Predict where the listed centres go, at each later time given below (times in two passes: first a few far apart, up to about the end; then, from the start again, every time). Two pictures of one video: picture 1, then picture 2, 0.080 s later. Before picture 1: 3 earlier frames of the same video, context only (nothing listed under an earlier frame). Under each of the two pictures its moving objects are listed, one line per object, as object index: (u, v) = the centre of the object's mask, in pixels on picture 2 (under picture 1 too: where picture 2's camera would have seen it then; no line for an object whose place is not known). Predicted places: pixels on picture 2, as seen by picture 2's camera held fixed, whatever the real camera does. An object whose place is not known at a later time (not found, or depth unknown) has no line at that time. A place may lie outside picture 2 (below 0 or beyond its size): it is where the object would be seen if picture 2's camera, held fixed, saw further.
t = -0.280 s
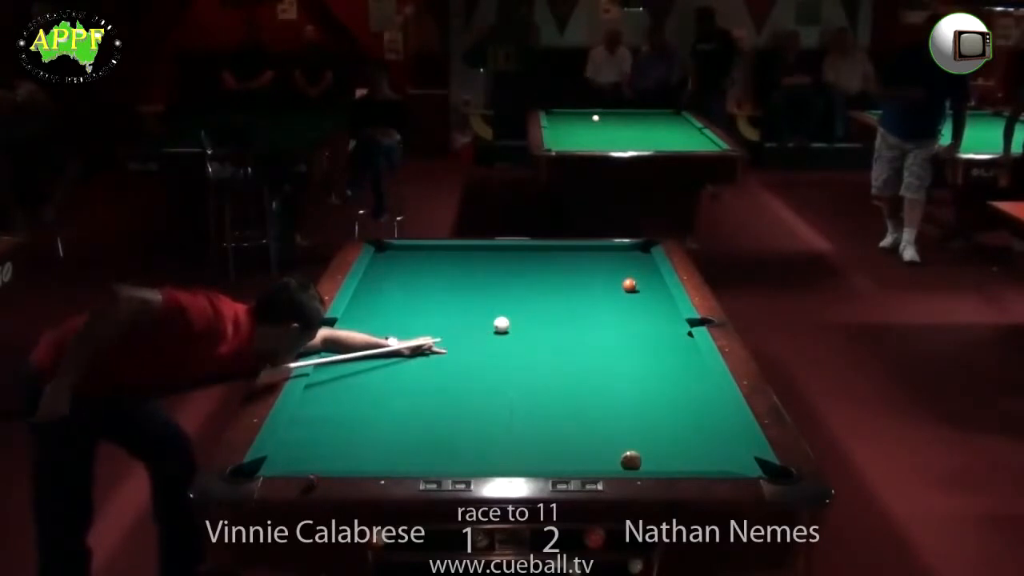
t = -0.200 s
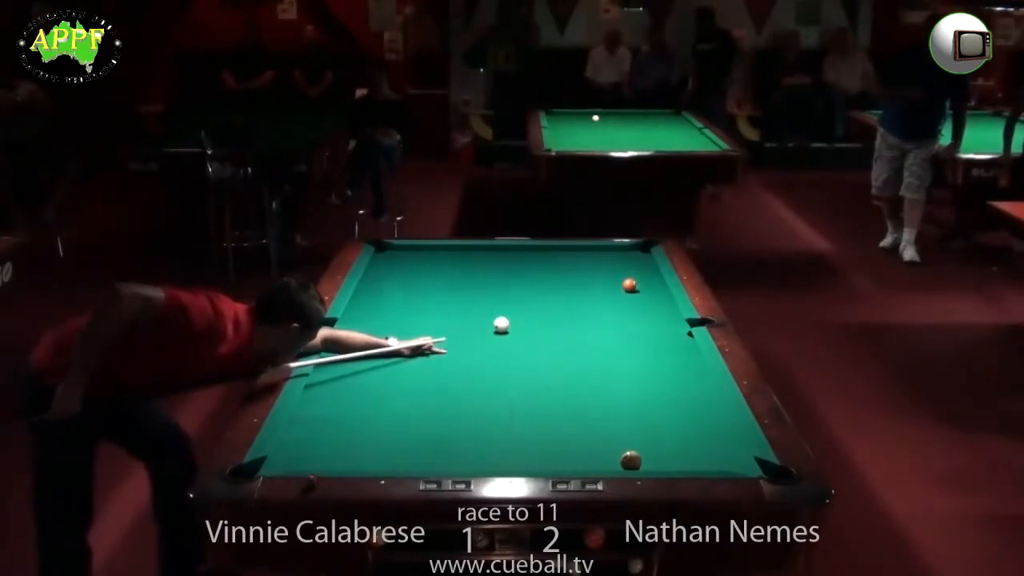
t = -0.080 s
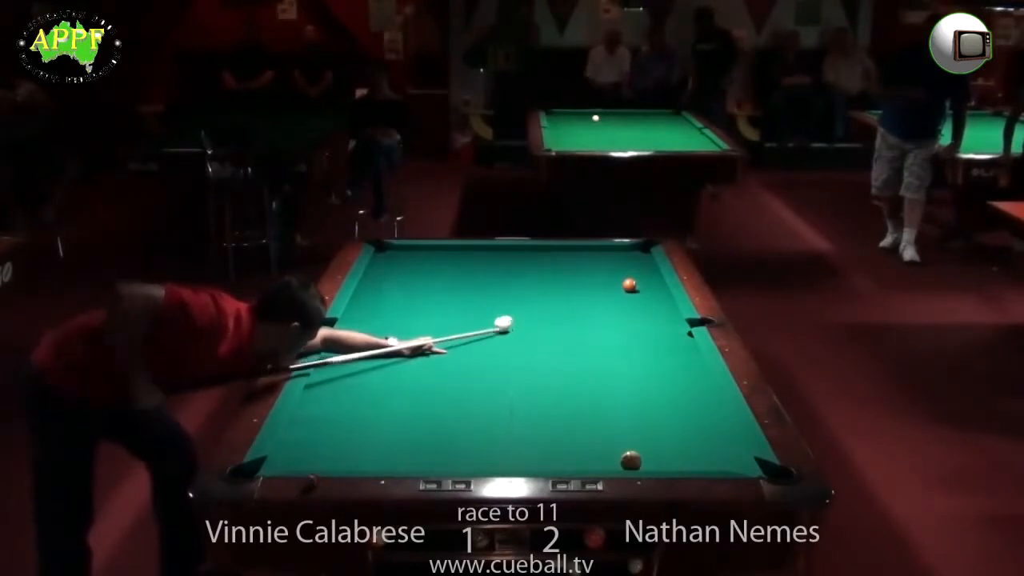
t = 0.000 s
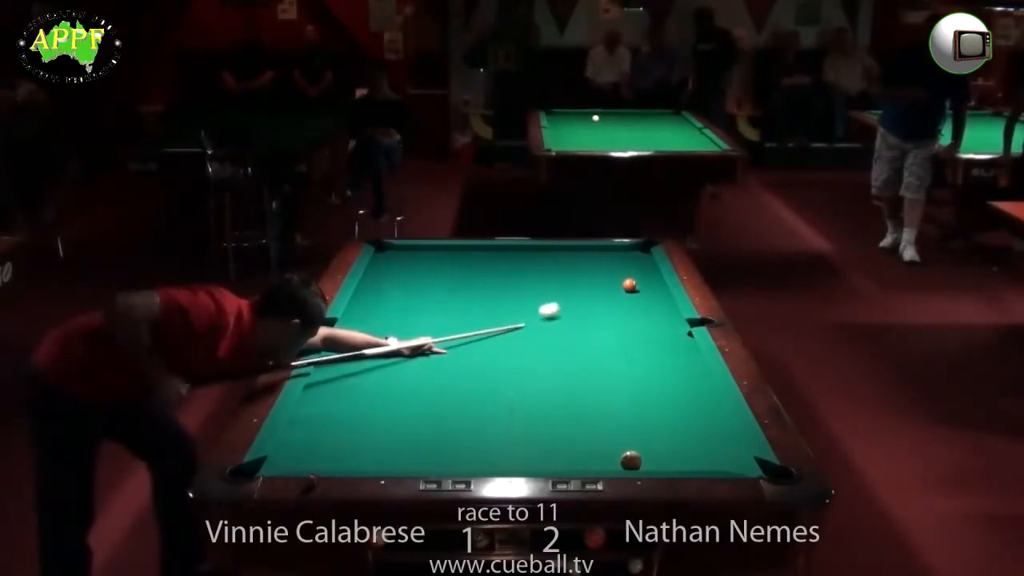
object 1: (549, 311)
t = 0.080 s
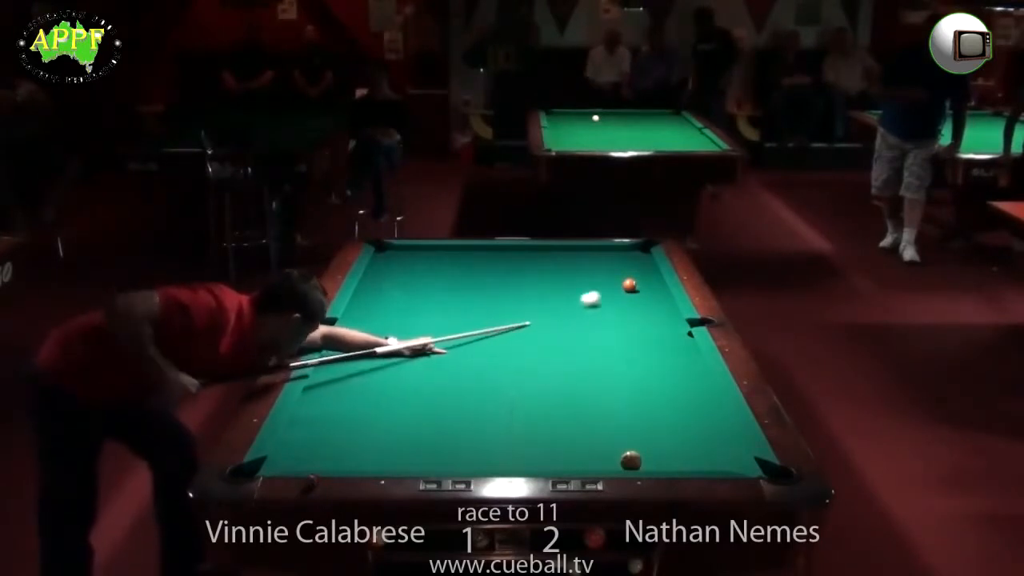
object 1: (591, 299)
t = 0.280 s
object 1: (661, 291)
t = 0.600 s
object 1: (614, 301)
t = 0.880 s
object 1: (574, 311)
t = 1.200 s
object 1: (528, 323)
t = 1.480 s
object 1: (485, 333)
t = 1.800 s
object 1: (436, 345)
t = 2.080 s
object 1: (392, 355)
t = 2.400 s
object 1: (340, 367)
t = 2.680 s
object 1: (331, 375)
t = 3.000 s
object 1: (348, 382)
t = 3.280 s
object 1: (364, 387)
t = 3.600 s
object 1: (379, 393)
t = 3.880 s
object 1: (391, 397)
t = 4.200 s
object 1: (403, 402)
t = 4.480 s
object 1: (412, 406)
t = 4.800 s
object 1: (421, 409)
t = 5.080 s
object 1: (427, 412)
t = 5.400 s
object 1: (431, 414)
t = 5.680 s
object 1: (433, 415)
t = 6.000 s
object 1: (433, 416)
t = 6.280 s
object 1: (433, 417)
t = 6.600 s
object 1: (433, 417)
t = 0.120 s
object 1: (609, 294)
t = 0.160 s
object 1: (627, 289)
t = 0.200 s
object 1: (642, 289)
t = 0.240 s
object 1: (656, 290)
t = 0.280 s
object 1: (661, 291)
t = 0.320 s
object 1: (654, 292)
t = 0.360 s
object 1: (648, 293)
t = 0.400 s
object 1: (642, 295)
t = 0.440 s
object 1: (636, 296)
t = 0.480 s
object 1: (631, 297)
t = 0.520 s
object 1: (625, 299)
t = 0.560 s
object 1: (619, 300)
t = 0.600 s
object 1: (614, 301)
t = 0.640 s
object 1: (608, 303)
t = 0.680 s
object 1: (603, 304)
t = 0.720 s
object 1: (597, 305)
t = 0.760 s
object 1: (591, 307)
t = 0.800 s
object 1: (586, 308)
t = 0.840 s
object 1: (580, 310)
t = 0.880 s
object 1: (574, 311)
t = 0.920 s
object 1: (568, 312)
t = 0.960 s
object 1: (563, 314)
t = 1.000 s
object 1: (557, 315)
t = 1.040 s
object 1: (551, 317)
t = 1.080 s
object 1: (545, 318)
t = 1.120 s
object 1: (539, 320)
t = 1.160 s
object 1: (534, 321)
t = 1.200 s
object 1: (528, 323)
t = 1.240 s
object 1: (521, 324)
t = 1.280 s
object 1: (516, 325)
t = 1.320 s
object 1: (509, 327)
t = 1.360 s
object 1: (503, 329)
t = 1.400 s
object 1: (497, 330)
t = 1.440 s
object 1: (492, 331)
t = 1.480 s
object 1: (485, 333)
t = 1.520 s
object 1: (479, 334)
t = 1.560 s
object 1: (473, 336)
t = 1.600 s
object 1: (467, 337)
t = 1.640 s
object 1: (461, 339)
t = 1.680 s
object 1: (455, 340)
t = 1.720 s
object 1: (448, 342)
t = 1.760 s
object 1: (442, 343)
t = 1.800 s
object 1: (436, 345)
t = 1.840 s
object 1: (430, 346)
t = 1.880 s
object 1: (424, 347)
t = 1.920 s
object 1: (417, 349)
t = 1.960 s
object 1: (411, 350)
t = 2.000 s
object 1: (405, 352)
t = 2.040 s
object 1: (398, 353)
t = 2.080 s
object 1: (392, 355)
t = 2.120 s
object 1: (386, 356)
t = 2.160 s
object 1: (379, 358)
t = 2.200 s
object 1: (373, 360)
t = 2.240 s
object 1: (366, 361)
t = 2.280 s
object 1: (360, 363)
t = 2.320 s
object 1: (353, 364)
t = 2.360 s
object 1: (347, 366)
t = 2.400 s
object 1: (340, 367)
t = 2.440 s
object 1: (334, 369)
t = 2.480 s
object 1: (327, 370)
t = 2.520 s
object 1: (321, 372)
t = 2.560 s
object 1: (323, 373)
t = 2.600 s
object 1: (326, 373)
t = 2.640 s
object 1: (329, 374)
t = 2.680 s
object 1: (331, 375)
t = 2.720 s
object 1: (333, 376)
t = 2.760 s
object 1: (335, 377)
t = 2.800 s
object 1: (338, 377)
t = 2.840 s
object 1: (340, 378)
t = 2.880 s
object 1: (342, 379)
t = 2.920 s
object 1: (345, 380)
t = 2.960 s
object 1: (346, 381)
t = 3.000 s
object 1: (348, 382)
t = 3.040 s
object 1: (351, 383)
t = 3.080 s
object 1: (353, 383)
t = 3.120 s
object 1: (355, 384)
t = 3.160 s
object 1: (357, 385)
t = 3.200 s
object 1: (359, 386)
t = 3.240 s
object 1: (362, 386)
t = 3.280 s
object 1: (364, 387)
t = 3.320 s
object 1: (366, 388)
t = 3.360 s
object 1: (368, 389)
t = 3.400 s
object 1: (369, 389)
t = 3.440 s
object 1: (371, 390)
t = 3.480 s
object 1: (374, 391)
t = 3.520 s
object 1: (375, 391)
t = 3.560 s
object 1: (377, 392)
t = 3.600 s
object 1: (379, 393)
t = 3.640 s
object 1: (381, 394)
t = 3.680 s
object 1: (383, 394)
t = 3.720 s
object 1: (384, 395)
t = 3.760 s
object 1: (386, 395)
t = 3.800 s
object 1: (388, 396)
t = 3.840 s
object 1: (389, 397)
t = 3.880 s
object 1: (391, 397)
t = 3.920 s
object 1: (393, 398)
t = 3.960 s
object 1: (394, 399)
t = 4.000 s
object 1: (396, 399)
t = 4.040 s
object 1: (398, 400)
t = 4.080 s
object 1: (399, 400)
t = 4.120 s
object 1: (400, 401)
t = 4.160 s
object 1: (402, 401)
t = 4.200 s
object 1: (403, 402)
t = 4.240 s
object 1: (405, 403)
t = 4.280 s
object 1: (406, 403)
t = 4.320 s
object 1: (407, 404)
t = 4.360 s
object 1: (409, 404)
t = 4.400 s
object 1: (410, 404)
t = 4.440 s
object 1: (411, 405)
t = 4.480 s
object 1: (412, 406)
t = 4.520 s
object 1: (414, 406)
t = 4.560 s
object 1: (415, 407)
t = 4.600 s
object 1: (416, 407)
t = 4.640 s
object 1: (417, 407)
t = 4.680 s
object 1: (418, 408)
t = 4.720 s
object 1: (419, 408)
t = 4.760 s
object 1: (420, 409)
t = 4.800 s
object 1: (421, 409)
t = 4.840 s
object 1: (422, 410)
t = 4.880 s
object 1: (423, 410)
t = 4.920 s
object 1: (423, 410)
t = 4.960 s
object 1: (424, 411)
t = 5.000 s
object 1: (425, 411)
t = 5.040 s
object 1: (426, 411)
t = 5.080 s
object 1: (427, 412)
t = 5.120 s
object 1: (427, 412)
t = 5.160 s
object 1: (428, 412)
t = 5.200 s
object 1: (429, 413)
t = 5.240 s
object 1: (429, 413)
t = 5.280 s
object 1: (430, 413)
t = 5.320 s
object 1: (430, 413)
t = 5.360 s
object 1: (431, 414)
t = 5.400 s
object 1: (431, 414)
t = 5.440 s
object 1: (432, 414)
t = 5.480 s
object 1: (432, 414)
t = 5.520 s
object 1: (432, 414)
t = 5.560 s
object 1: (433, 415)
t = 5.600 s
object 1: (433, 415)
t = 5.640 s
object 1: (433, 415)
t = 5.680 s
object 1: (433, 415)
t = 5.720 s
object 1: (433, 415)
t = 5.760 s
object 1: (434, 416)
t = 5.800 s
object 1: (434, 416)
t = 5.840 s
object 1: (434, 416)
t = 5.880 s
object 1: (434, 416)
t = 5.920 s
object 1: (434, 416)
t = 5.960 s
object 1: (434, 416)
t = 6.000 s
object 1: (433, 416)
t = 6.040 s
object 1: (433, 416)
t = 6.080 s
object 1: (433, 416)
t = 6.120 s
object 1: (433, 416)
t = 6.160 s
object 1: (433, 416)
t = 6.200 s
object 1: (433, 416)
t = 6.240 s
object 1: (433, 417)
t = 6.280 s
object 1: (433, 417)
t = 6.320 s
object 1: (433, 417)
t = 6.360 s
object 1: (433, 417)
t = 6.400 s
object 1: (433, 416)
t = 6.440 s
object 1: (433, 417)
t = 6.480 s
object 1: (433, 417)
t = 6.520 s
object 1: (433, 417)
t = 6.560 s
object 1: (433, 417)
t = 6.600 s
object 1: (433, 417)
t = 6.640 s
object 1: (433, 417)
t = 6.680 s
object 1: (433, 417)
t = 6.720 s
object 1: (433, 417)
